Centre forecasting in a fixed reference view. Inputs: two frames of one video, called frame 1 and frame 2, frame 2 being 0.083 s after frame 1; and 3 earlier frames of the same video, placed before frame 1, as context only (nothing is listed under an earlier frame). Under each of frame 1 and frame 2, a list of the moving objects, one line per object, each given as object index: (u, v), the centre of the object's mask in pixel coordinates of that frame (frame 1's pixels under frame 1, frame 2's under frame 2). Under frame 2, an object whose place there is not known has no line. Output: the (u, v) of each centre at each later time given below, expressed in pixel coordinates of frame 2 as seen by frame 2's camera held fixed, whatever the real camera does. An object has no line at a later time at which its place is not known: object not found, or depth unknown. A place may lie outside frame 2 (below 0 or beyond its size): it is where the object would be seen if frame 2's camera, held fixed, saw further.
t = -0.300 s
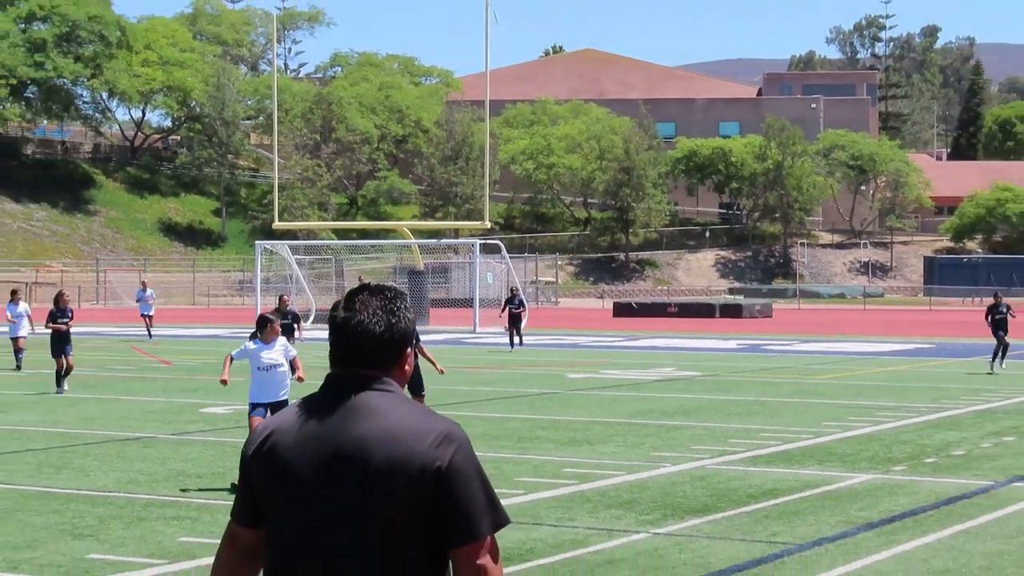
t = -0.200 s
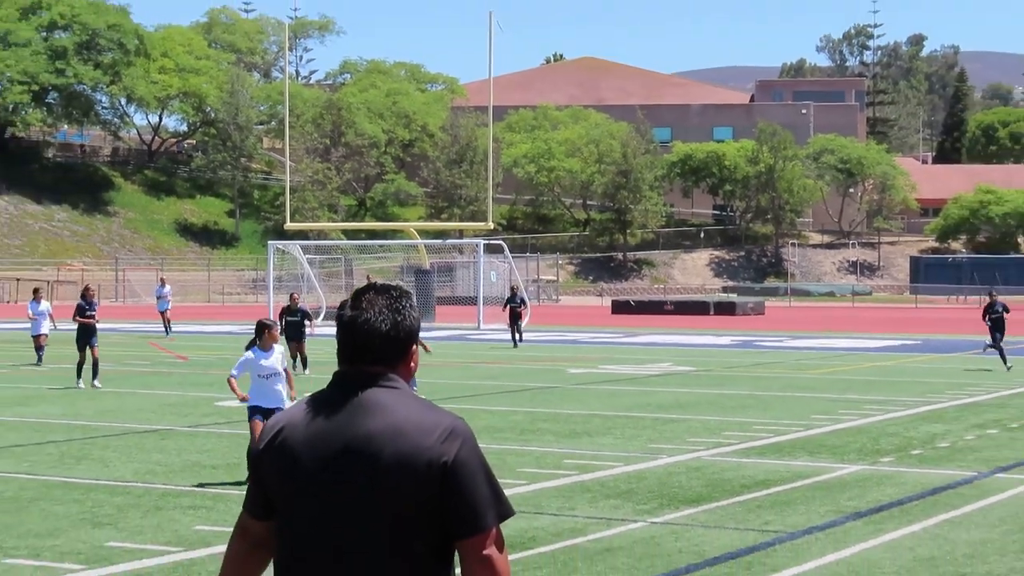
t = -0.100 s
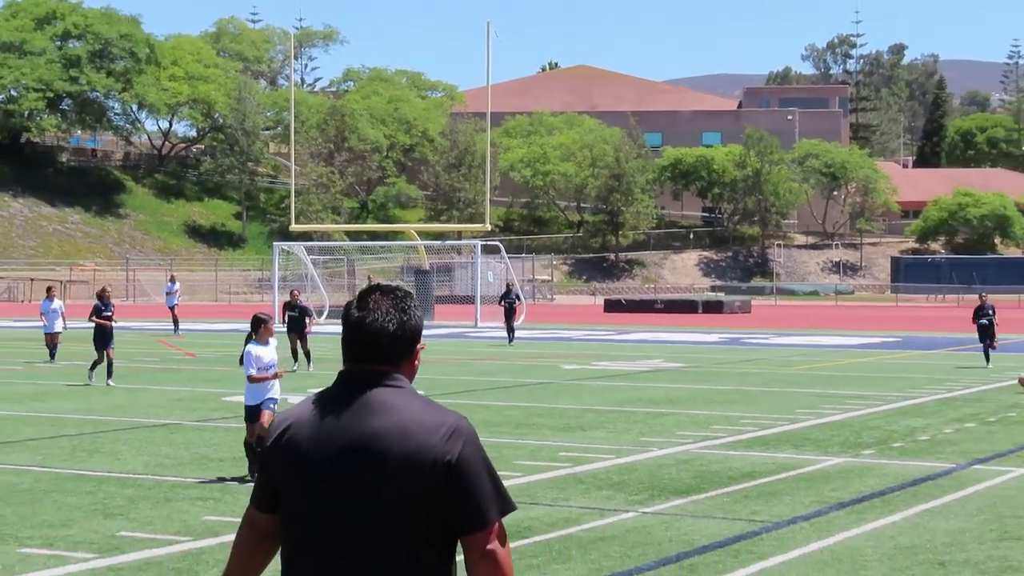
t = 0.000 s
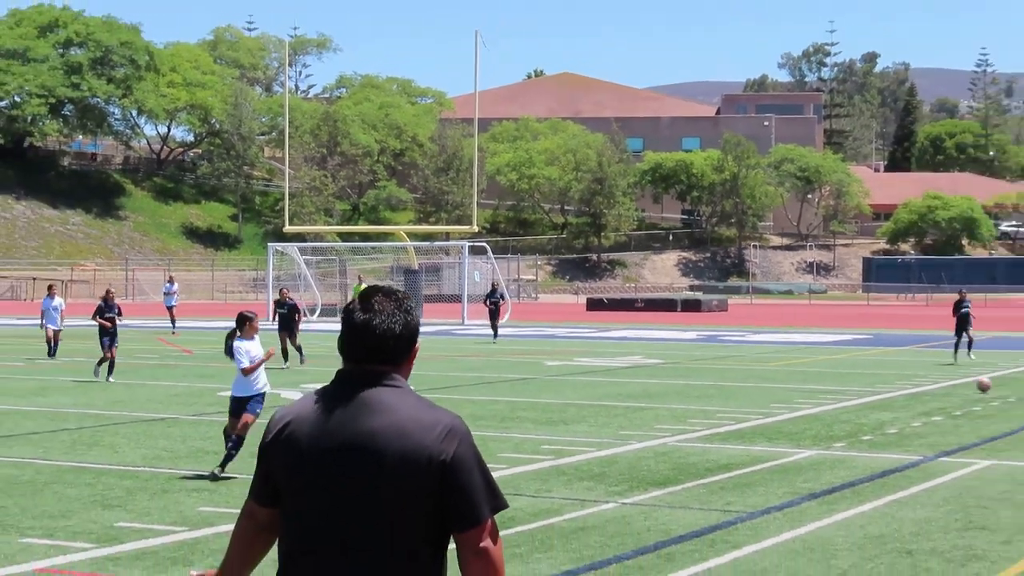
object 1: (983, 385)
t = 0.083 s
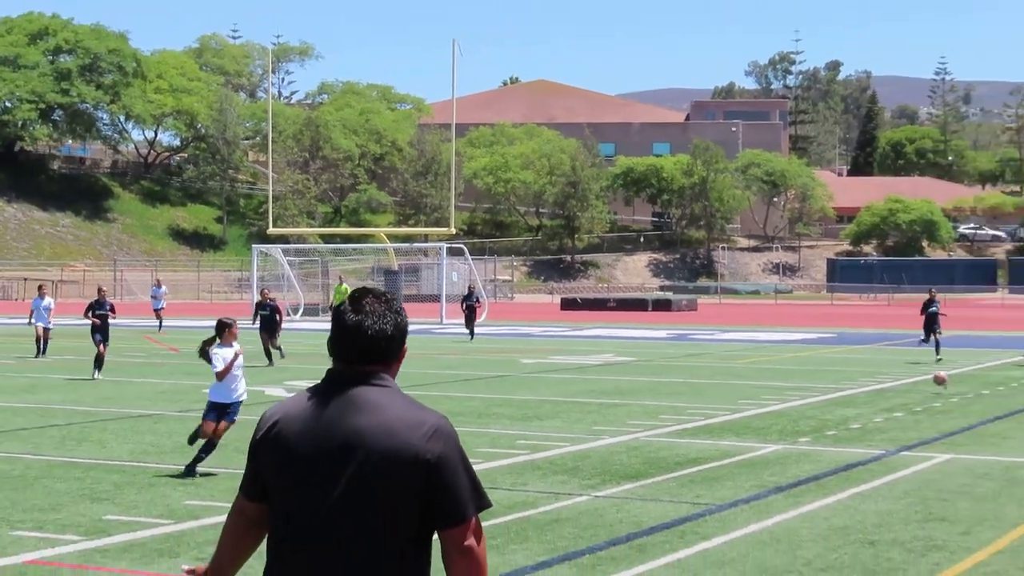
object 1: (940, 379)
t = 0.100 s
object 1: (938, 378)
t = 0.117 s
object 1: (936, 379)
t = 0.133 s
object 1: (935, 378)
